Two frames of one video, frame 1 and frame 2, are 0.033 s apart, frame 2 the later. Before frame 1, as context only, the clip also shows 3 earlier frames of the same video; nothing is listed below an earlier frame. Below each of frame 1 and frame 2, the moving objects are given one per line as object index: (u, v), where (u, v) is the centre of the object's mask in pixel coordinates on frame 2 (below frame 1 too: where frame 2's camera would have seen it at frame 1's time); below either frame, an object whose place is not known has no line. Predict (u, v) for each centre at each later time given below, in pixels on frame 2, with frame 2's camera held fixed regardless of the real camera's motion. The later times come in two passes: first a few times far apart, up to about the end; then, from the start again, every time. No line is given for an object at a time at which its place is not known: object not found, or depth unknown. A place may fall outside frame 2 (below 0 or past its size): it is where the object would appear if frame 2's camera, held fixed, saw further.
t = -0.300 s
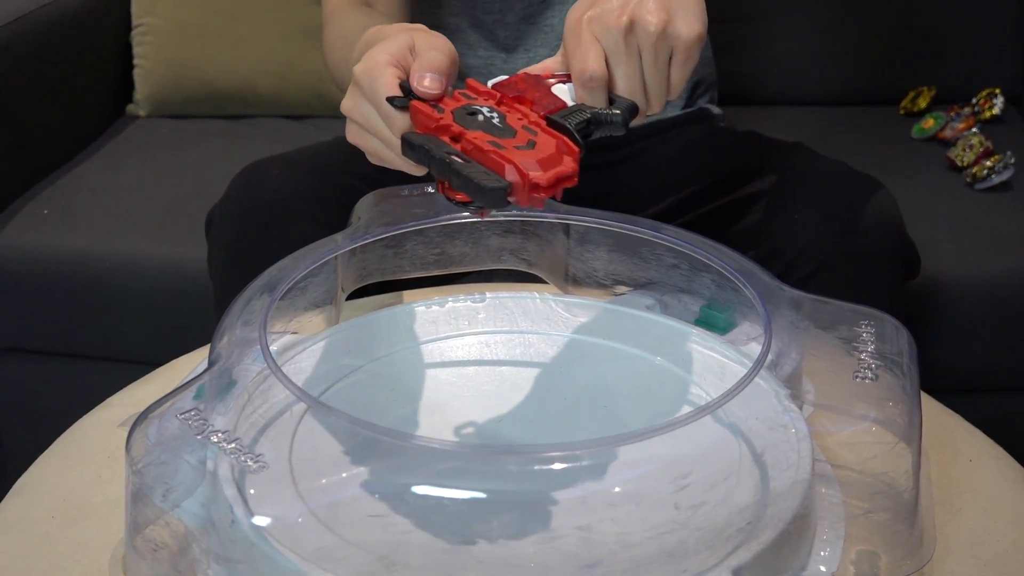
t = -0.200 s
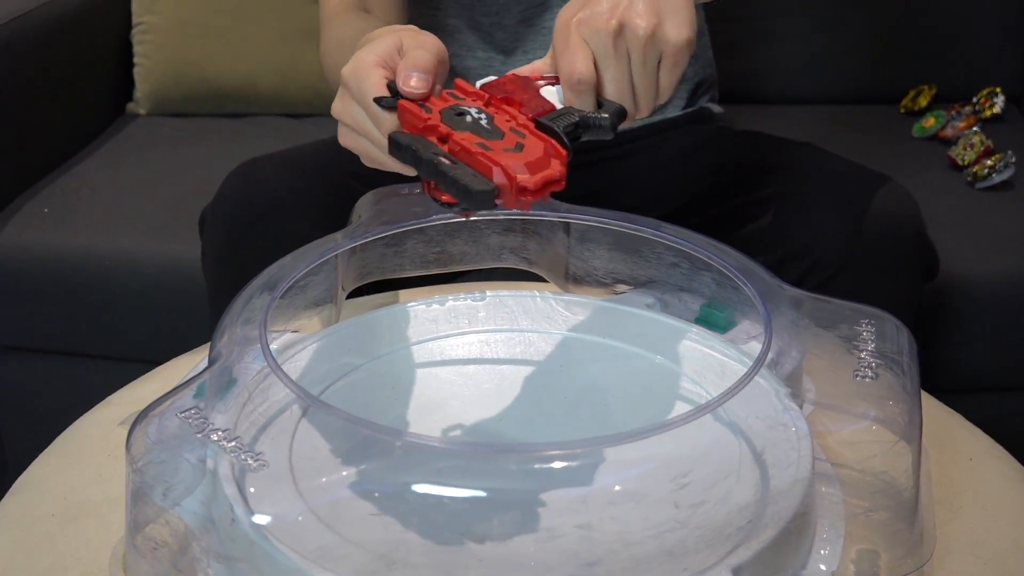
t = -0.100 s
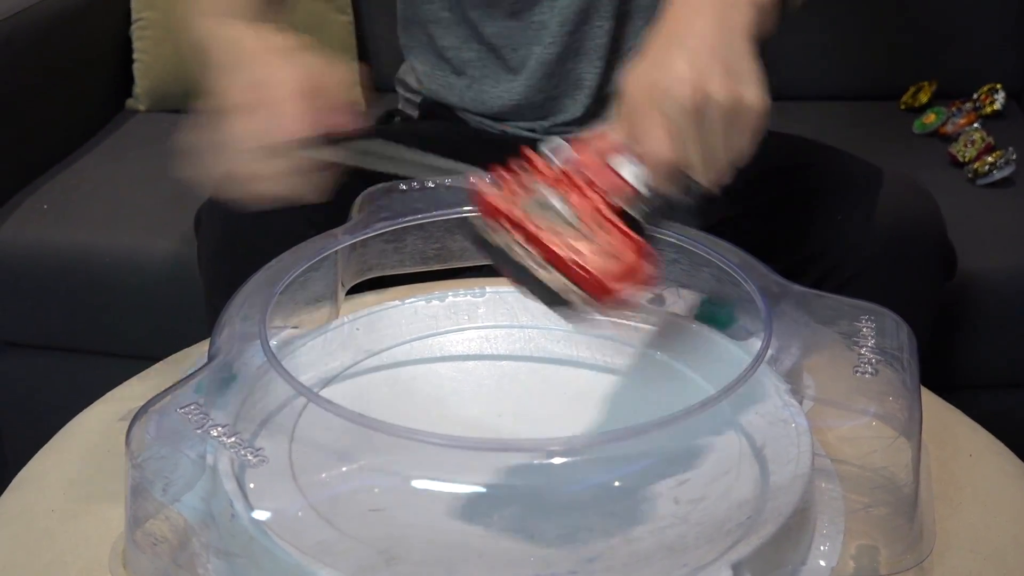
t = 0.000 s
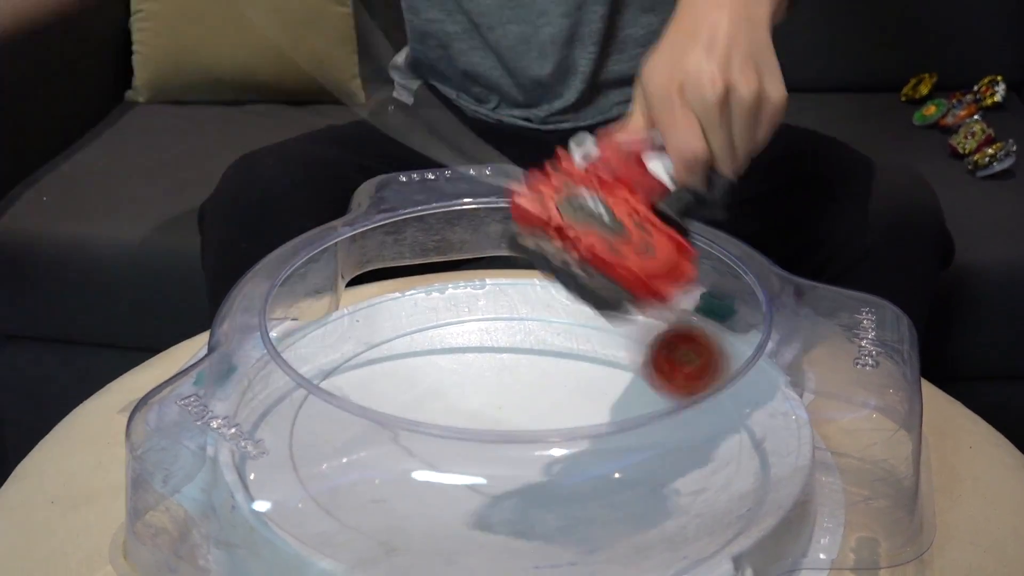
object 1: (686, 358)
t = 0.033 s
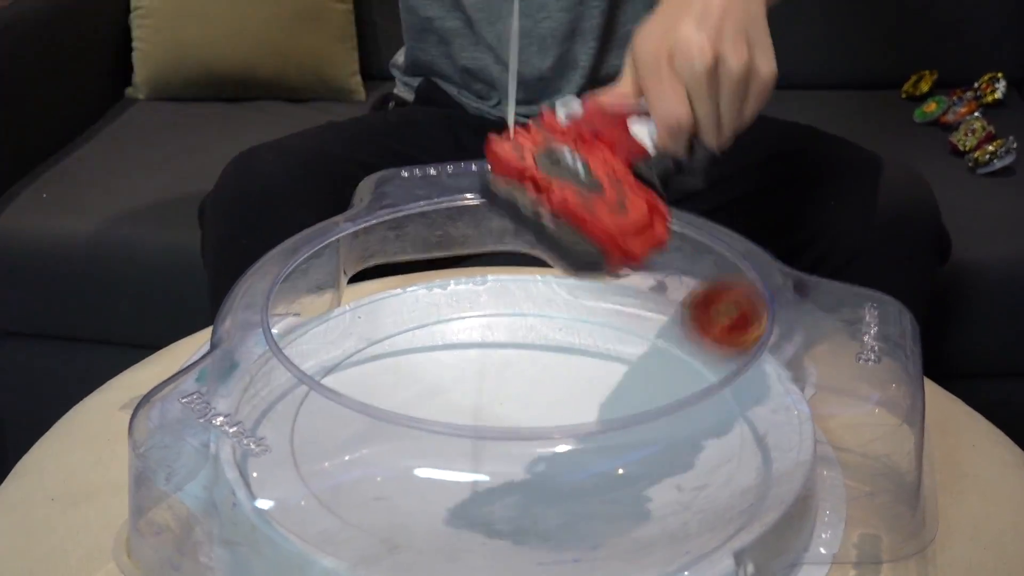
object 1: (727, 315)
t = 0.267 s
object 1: (501, 452)
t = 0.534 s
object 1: (326, 441)
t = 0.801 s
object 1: (592, 397)
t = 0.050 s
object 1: (744, 296)
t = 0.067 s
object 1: (739, 292)
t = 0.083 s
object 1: (723, 303)
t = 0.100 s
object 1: (708, 321)
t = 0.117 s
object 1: (691, 346)
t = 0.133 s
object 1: (673, 371)
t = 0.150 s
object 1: (656, 400)
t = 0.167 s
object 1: (637, 404)
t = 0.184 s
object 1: (617, 411)
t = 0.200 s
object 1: (596, 421)
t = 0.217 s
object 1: (572, 435)
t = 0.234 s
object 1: (550, 440)
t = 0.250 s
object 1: (524, 447)
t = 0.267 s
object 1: (501, 452)
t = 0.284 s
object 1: (473, 466)
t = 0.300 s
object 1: (450, 466)
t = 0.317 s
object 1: (428, 465)
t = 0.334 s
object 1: (407, 461)
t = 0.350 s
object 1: (385, 463)
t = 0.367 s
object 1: (369, 460)
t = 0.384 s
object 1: (353, 459)
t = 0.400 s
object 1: (344, 454)
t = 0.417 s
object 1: (335, 452)
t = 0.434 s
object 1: (329, 450)
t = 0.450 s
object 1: (325, 448)
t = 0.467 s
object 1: (322, 446)
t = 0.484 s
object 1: (321, 445)
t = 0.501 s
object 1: (321, 444)
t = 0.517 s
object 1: (322, 442)
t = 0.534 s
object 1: (326, 441)
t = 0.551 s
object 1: (331, 442)
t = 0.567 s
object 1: (338, 443)
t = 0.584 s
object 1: (350, 443)
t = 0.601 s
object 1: (362, 443)
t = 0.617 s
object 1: (379, 436)
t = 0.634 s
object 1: (395, 432)
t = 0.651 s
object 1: (411, 430)
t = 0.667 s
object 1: (431, 424)
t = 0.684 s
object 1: (448, 424)
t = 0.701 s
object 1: (467, 422)
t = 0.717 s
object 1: (488, 416)
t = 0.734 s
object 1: (509, 407)
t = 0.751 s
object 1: (529, 413)
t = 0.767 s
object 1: (550, 403)
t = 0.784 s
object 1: (571, 400)
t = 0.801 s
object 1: (592, 397)
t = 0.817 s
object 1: (613, 393)
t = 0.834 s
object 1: (633, 388)
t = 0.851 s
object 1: (654, 382)
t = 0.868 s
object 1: (672, 378)
